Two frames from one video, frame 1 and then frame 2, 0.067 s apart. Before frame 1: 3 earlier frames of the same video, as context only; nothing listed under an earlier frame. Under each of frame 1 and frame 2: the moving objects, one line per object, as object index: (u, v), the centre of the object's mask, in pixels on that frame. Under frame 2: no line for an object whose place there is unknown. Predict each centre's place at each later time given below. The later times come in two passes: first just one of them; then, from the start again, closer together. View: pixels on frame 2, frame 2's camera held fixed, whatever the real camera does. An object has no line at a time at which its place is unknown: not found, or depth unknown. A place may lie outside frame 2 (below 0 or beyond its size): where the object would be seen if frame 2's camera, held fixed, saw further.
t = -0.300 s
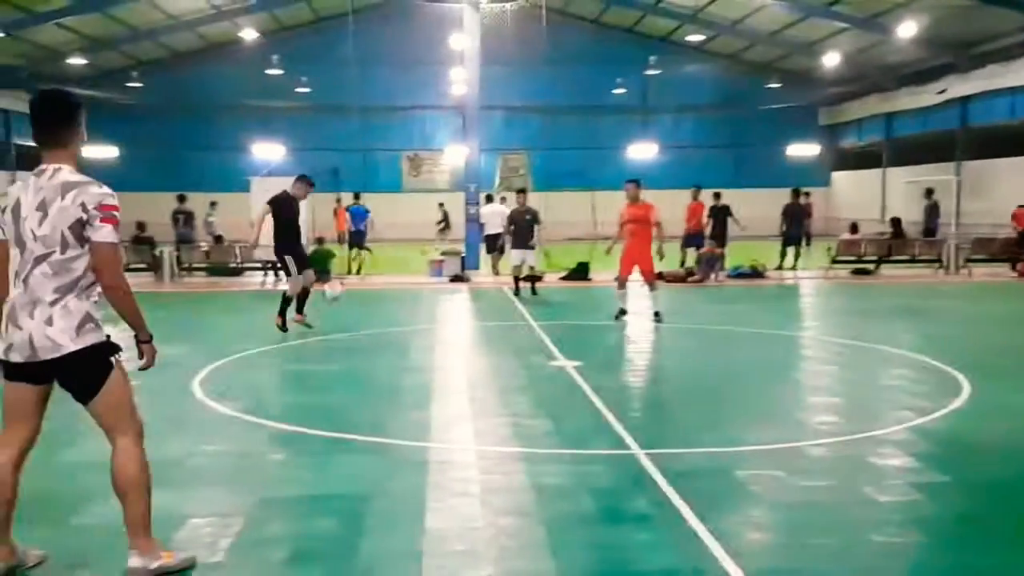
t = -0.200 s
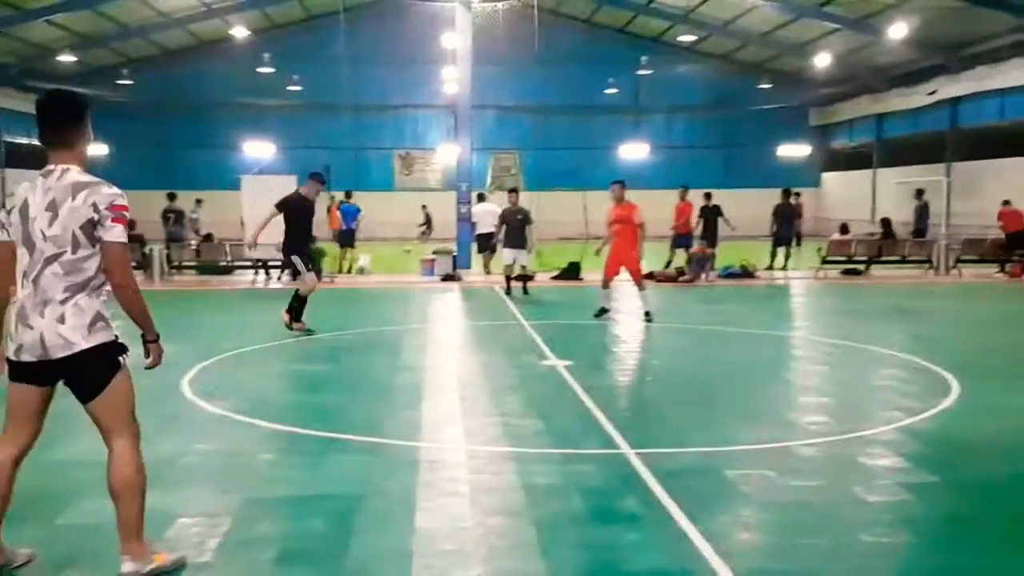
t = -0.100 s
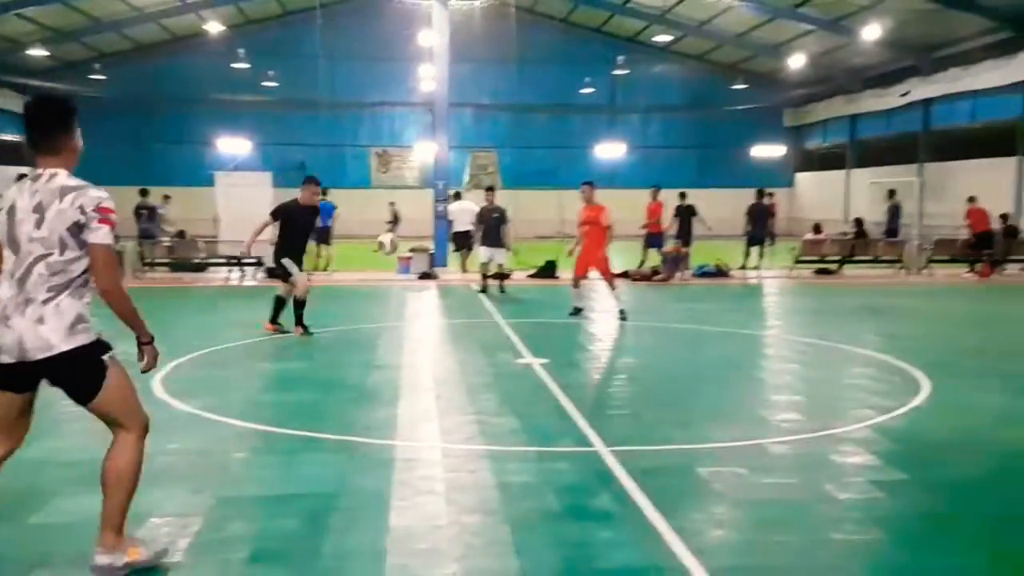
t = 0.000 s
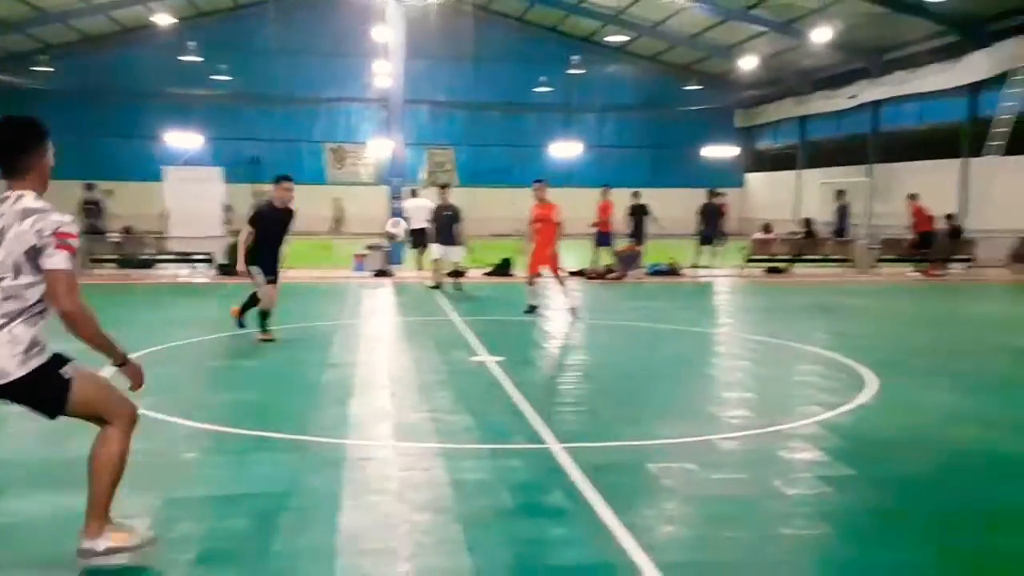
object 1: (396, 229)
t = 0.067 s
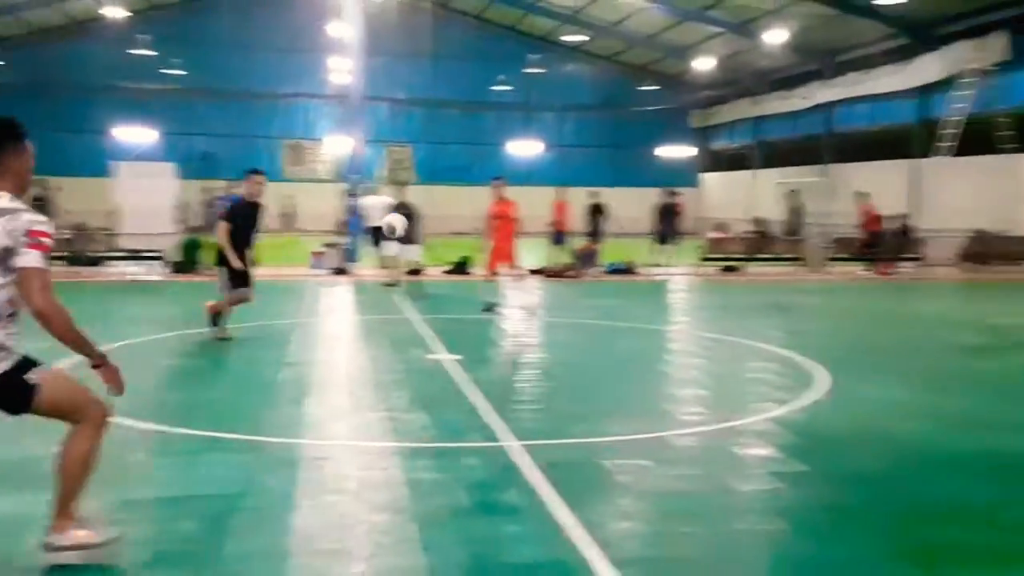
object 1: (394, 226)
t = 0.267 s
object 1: (540, 255)
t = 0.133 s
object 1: (438, 229)
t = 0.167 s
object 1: (463, 233)
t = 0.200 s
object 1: (488, 238)
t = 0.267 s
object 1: (540, 255)
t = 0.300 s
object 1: (569, 265)
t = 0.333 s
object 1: (599, 278)
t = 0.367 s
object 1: (632, 295)
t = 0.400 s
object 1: (668, 314)
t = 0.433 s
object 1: (708, 336)
